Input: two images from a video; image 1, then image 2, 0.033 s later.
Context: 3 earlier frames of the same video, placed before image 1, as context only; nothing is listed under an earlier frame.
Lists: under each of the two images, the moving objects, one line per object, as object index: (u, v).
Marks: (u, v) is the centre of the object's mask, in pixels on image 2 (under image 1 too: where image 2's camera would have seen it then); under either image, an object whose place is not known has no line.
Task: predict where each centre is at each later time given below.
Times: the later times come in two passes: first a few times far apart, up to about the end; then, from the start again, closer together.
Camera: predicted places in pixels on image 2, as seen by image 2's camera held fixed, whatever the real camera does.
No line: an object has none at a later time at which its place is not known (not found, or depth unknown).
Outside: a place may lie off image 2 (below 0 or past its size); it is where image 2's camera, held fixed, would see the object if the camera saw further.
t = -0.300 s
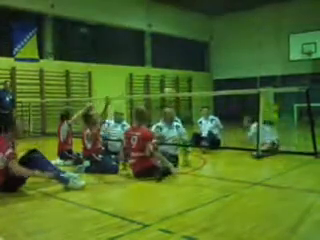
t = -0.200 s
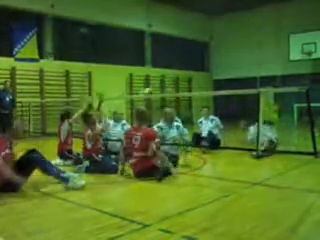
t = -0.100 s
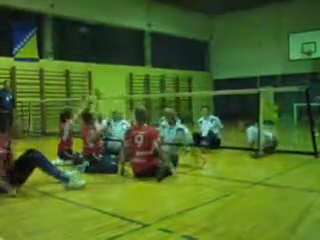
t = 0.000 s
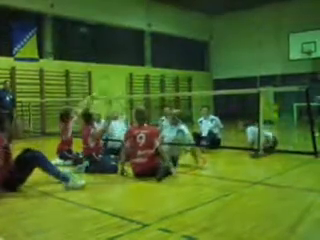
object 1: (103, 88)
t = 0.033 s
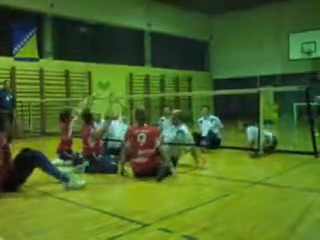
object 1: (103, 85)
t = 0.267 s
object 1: (109, 42)
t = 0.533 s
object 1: (115, 33)
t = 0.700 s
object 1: (121, 44)
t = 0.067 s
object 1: (104, 73)
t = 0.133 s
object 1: (106, 59)
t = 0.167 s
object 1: (107, 56)
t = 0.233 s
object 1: (108, 45)
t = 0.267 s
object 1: (109, 42)
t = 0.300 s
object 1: (110, 39)
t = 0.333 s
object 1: (111, 37)
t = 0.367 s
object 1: (111, 34)
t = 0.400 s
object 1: (113, 33)
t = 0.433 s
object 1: (113, 32)
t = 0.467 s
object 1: (114, 32)
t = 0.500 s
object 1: (115, 33)
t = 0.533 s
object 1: (115, 33)
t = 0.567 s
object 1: (117, 33)
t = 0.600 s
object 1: (118, 34)
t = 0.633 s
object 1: (119, 37)
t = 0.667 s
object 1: (120, 40)
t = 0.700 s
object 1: (121, 44)
